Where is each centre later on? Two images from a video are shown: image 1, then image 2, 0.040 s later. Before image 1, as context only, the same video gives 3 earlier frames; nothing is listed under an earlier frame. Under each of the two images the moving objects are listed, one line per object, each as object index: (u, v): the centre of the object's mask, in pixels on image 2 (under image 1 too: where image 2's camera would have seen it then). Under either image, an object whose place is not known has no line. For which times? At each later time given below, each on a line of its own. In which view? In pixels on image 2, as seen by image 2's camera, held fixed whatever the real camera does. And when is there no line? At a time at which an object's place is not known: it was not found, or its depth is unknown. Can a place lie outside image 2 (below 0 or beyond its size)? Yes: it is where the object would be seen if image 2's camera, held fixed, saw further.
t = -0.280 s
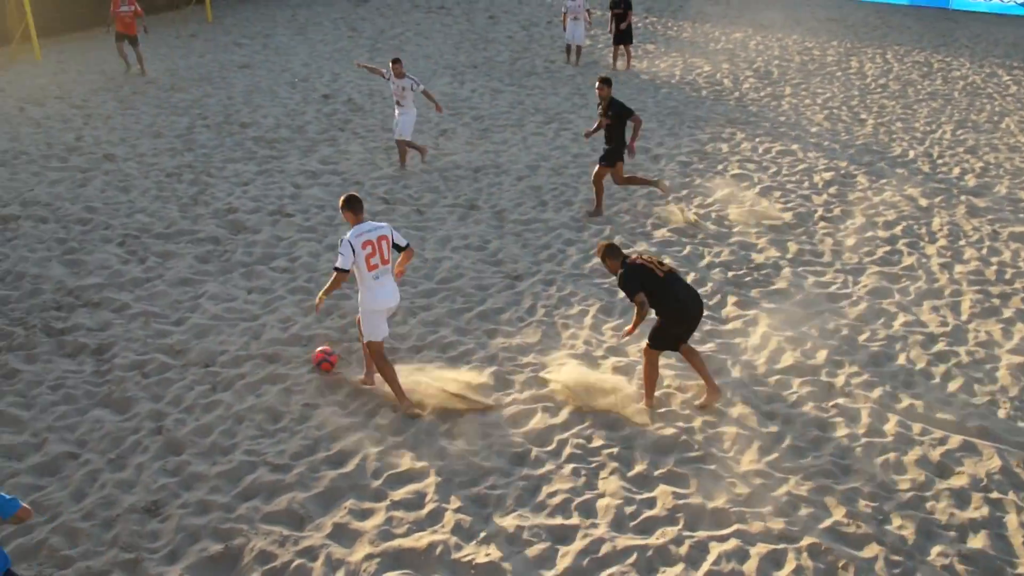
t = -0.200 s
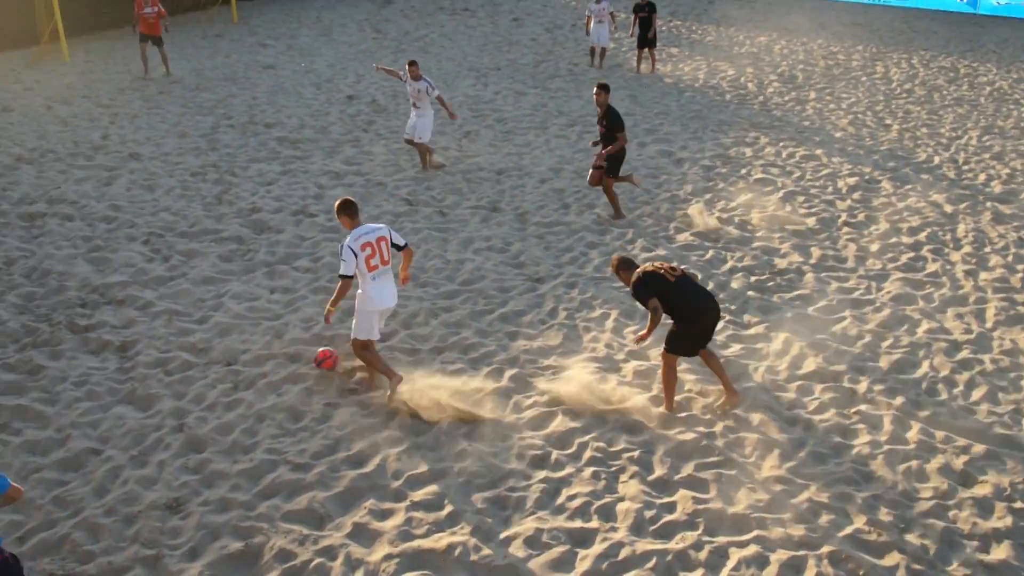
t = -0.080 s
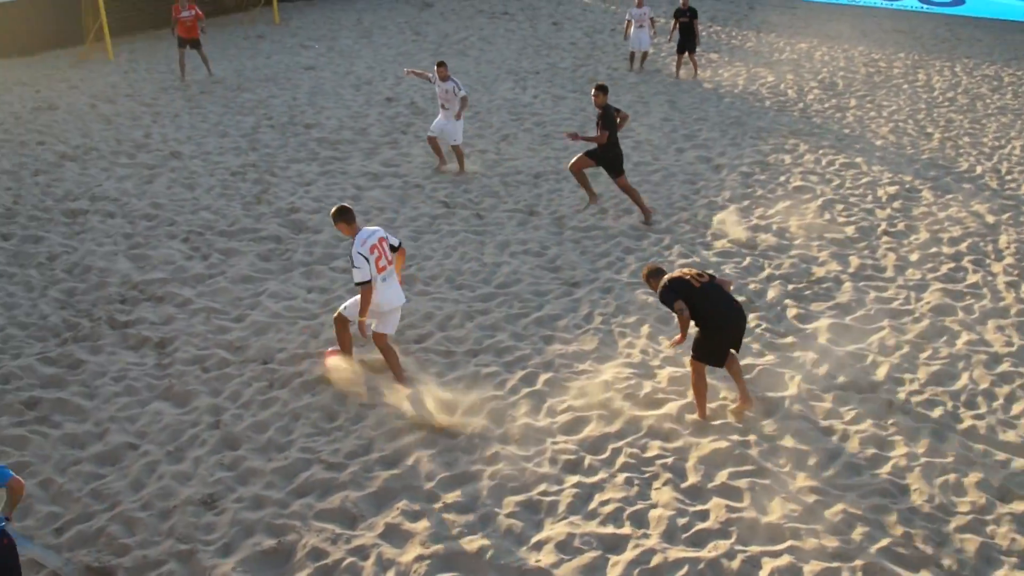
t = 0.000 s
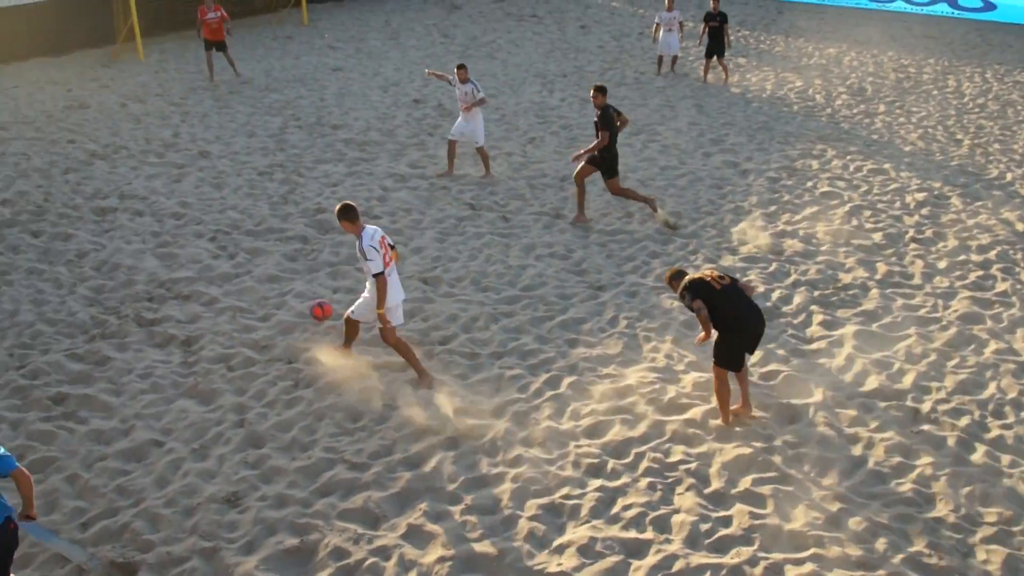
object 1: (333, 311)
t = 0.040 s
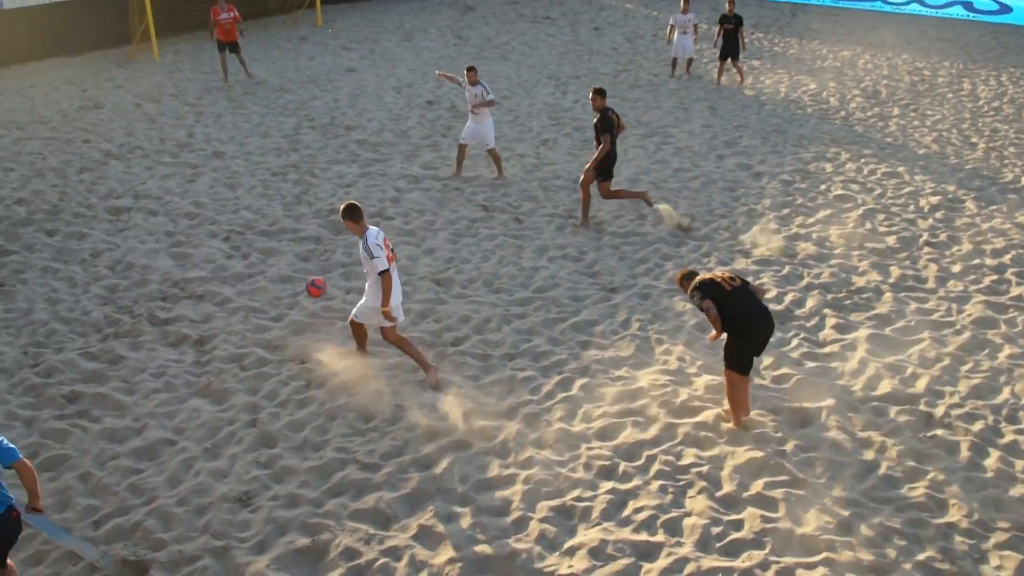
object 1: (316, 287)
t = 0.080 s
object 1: (301, 267)
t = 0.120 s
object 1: (288, 250)
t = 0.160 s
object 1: (278, 235)
